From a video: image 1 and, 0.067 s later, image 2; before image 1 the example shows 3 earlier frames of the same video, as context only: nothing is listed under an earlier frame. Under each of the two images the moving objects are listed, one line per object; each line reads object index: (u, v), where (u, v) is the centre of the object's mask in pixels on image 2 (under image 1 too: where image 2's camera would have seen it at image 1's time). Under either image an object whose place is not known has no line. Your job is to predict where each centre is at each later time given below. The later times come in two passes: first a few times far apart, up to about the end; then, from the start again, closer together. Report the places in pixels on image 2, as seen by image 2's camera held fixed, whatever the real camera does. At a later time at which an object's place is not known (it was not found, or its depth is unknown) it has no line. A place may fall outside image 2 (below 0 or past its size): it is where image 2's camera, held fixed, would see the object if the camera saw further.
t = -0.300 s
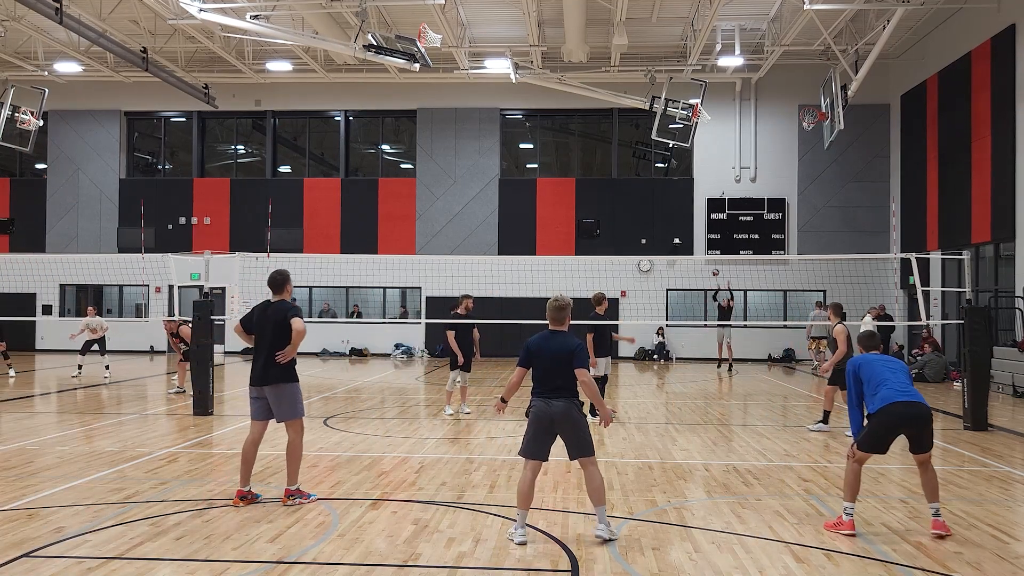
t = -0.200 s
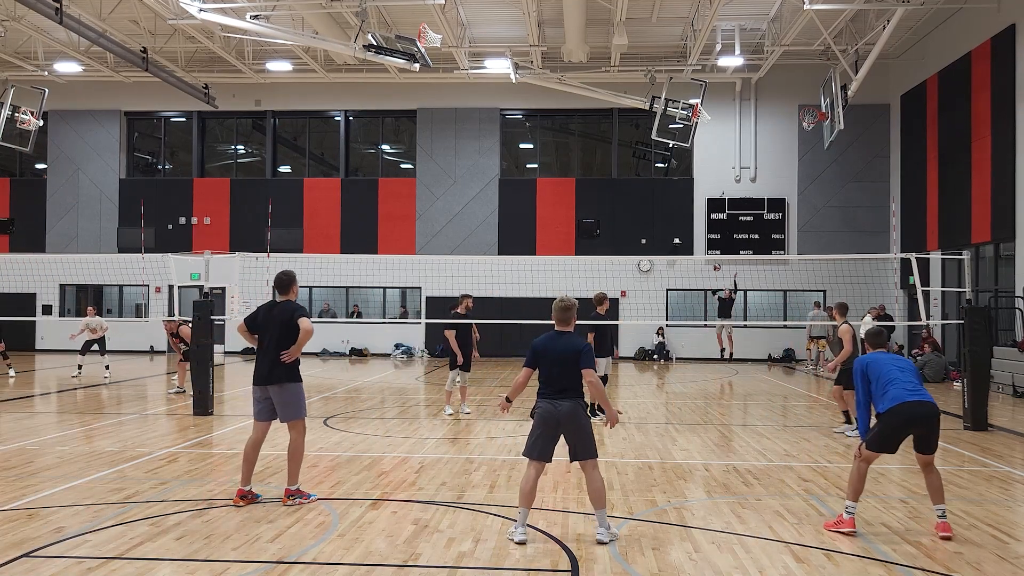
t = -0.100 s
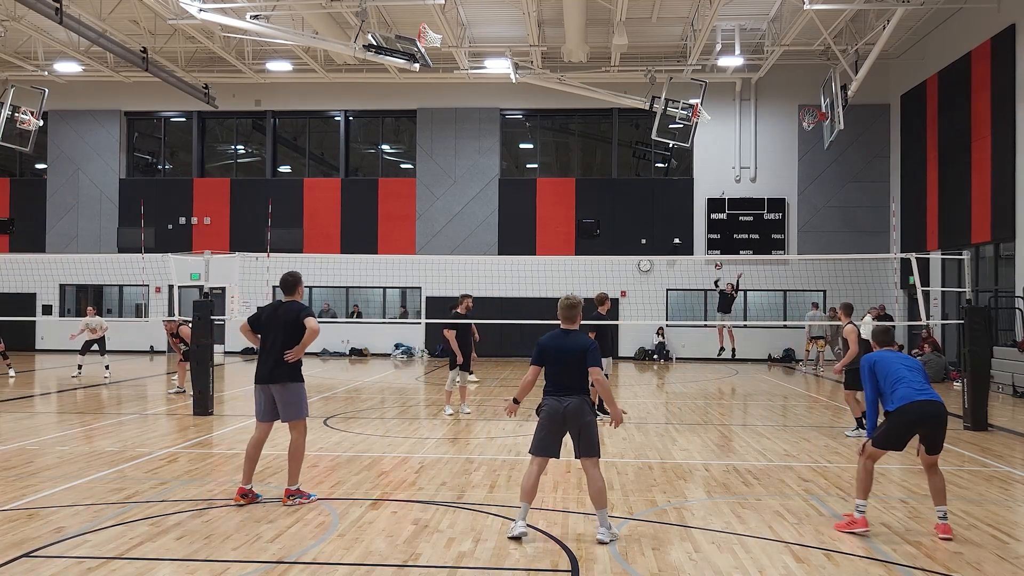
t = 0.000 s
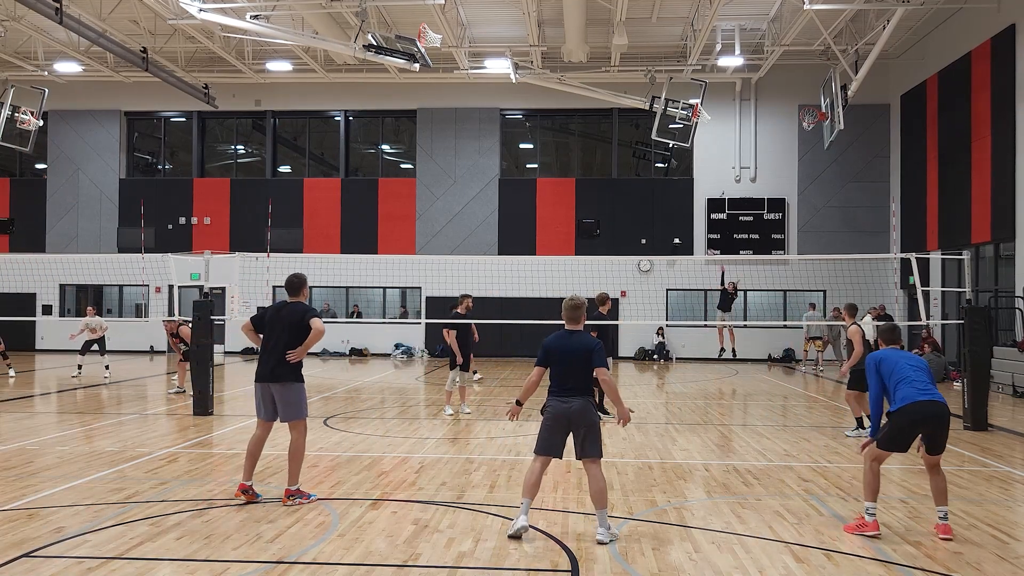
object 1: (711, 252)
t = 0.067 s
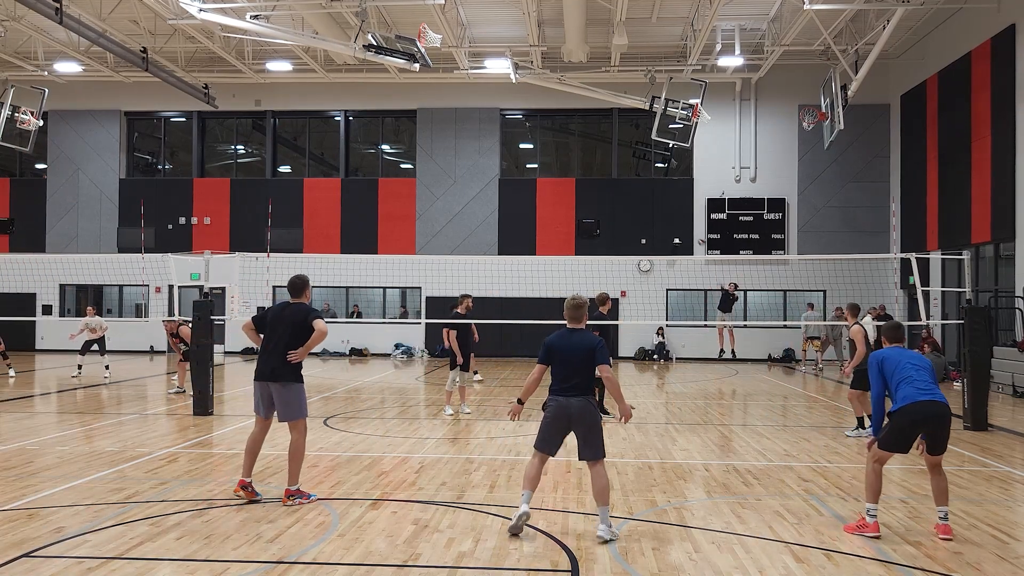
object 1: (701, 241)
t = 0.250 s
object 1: (669, 207)
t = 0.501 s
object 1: (630, 189)
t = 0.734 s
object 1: (583, 202)
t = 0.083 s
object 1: (698, 236)
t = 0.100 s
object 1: (696, 231)
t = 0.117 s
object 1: (690, 229)
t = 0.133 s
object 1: (689, 225)
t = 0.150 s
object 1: (686, 219)
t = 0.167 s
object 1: (683, 218)
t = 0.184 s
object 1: (679, 216)
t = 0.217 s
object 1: (676, 213)
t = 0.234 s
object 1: (671, 209)
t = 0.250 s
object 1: (669, 207)
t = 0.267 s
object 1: (669, 208)
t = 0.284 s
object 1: (667, 204)
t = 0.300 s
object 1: (663, 200)
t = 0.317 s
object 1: (661, 199)
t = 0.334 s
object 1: (657, 198)
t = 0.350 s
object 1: (650, 197)
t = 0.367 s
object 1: (647, 195)
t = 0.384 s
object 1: (646, 194)
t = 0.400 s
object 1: (646, 193)
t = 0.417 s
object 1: (643, 192)
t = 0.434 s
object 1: (641, 191)
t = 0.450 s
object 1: (635, 190)
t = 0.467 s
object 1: (635, 190)
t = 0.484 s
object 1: (633, 190)
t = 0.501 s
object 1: (630, 189)
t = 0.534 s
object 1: (627, 189)
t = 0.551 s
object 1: (623, 189)
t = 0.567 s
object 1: (619, 189)
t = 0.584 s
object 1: (614, 190)
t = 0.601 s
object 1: (611, 190)
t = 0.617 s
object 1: (609, 190)
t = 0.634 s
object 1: (606, 192)
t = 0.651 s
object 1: (602, 195)
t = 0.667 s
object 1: (597, 195)
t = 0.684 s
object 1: (593, 193)
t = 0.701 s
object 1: (590, 198)
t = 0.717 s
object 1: (586, 196)
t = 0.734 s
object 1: (583, 202)
